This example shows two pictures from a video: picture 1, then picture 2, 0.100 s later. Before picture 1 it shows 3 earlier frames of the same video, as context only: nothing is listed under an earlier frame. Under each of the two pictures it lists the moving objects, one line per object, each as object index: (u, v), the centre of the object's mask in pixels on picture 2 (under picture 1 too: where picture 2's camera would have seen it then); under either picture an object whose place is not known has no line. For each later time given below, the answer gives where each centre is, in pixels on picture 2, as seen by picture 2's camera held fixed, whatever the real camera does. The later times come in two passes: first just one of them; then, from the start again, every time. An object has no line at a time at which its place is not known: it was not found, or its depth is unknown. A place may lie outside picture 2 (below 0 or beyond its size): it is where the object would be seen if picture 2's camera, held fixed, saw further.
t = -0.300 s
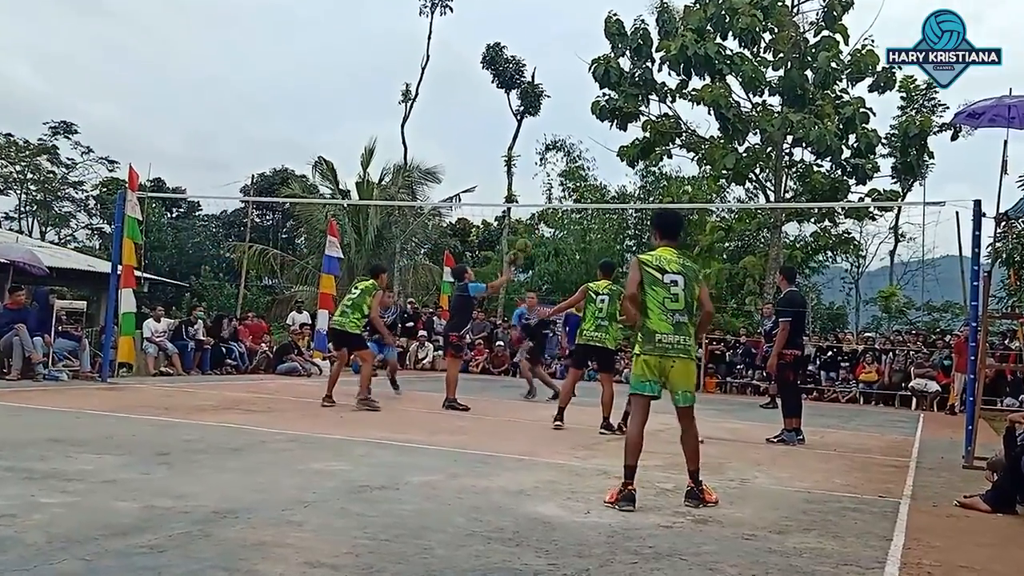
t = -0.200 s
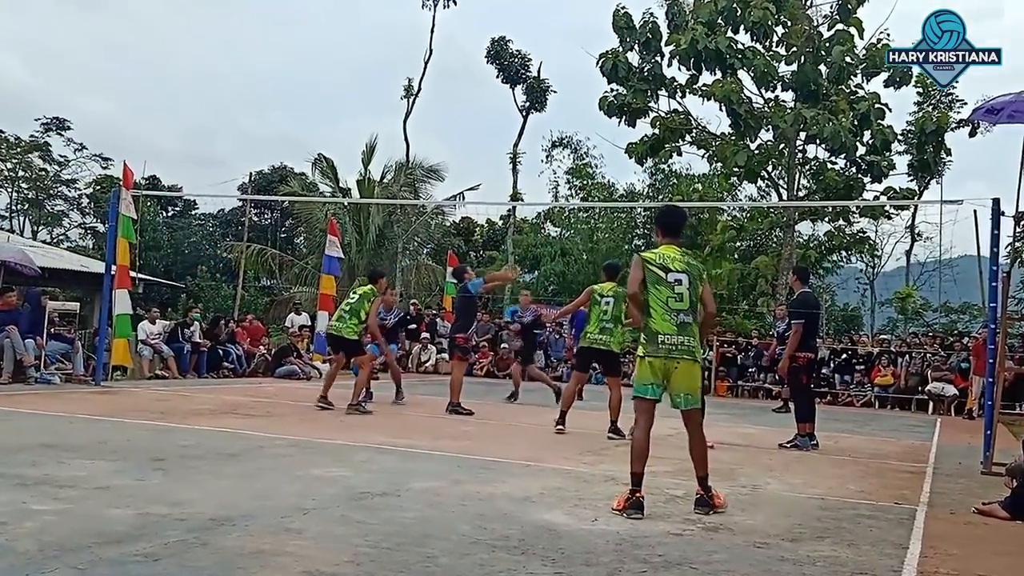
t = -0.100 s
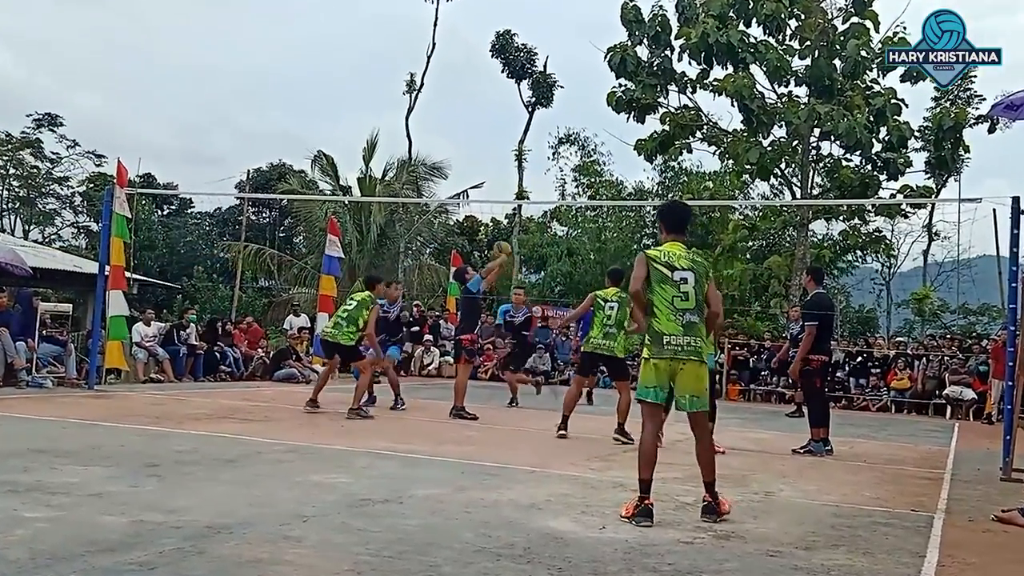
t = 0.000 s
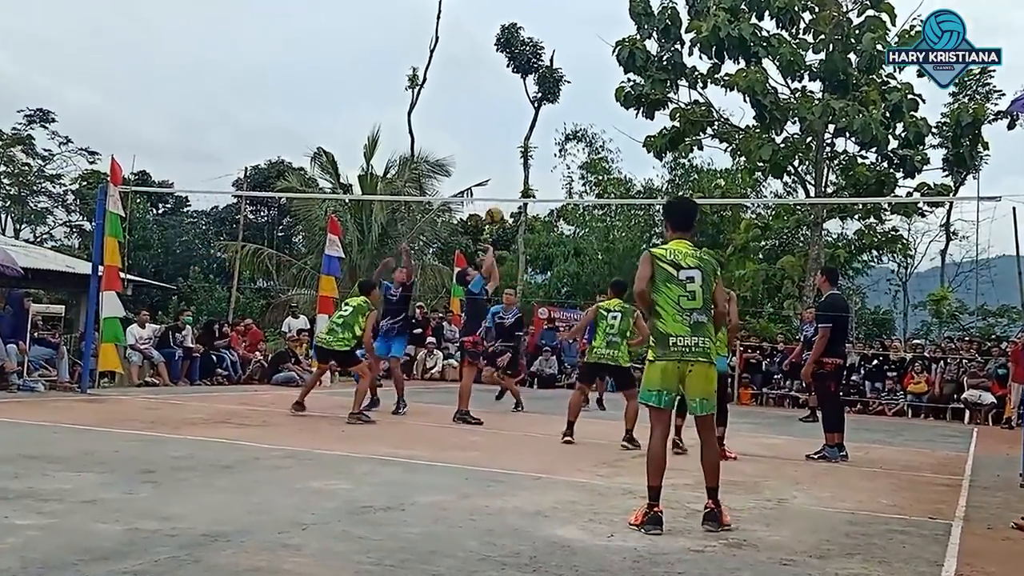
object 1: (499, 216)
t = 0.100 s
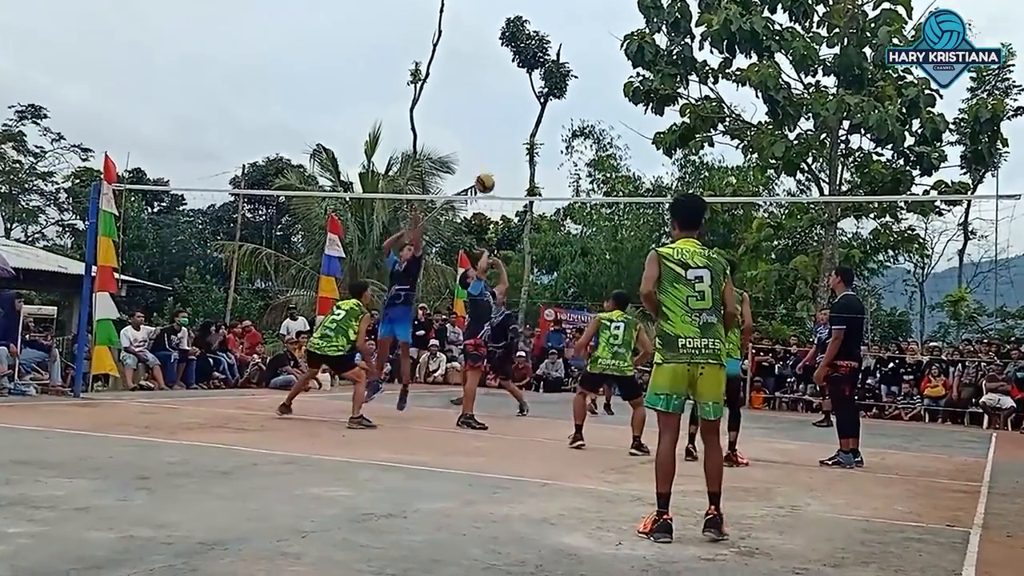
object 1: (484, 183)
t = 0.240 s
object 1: (462, 144)
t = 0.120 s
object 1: (481, 177)
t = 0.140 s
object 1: (478, 171)
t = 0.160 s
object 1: (475, 165)
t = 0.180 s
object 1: (471, 159)
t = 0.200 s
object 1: (468, 154)
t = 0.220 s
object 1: (465, 148)
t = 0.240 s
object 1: (462, 144)
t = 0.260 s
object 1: (458, 138)
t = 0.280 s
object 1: (456, 134)
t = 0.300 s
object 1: (452, 129)
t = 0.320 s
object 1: (449, 125)
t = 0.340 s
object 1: (446, 121)
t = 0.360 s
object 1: (443, 117)
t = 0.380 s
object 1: (439, 113)
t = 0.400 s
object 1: (436, 110)
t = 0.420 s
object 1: (433, 107)
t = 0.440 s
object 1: (429, 103)
